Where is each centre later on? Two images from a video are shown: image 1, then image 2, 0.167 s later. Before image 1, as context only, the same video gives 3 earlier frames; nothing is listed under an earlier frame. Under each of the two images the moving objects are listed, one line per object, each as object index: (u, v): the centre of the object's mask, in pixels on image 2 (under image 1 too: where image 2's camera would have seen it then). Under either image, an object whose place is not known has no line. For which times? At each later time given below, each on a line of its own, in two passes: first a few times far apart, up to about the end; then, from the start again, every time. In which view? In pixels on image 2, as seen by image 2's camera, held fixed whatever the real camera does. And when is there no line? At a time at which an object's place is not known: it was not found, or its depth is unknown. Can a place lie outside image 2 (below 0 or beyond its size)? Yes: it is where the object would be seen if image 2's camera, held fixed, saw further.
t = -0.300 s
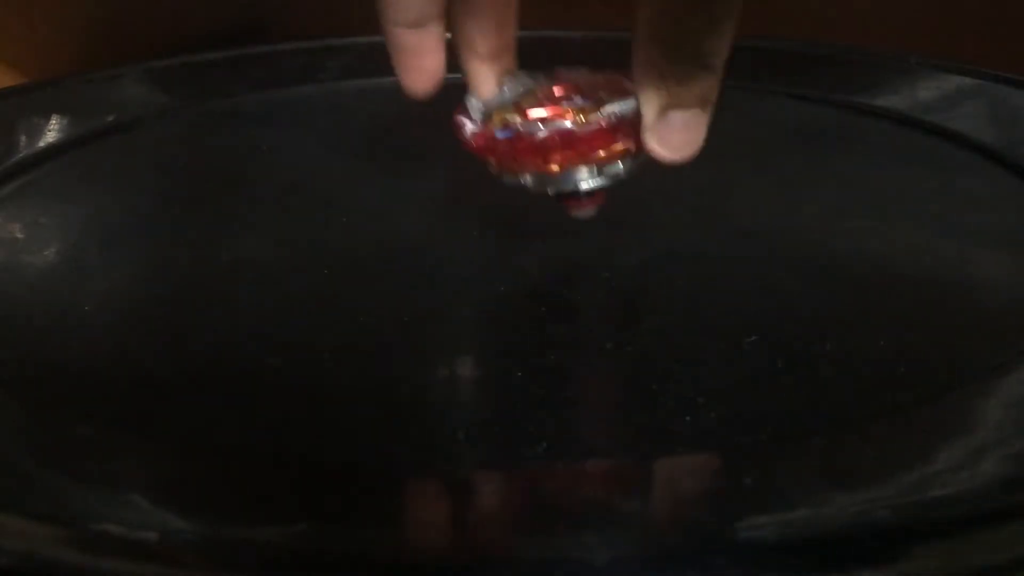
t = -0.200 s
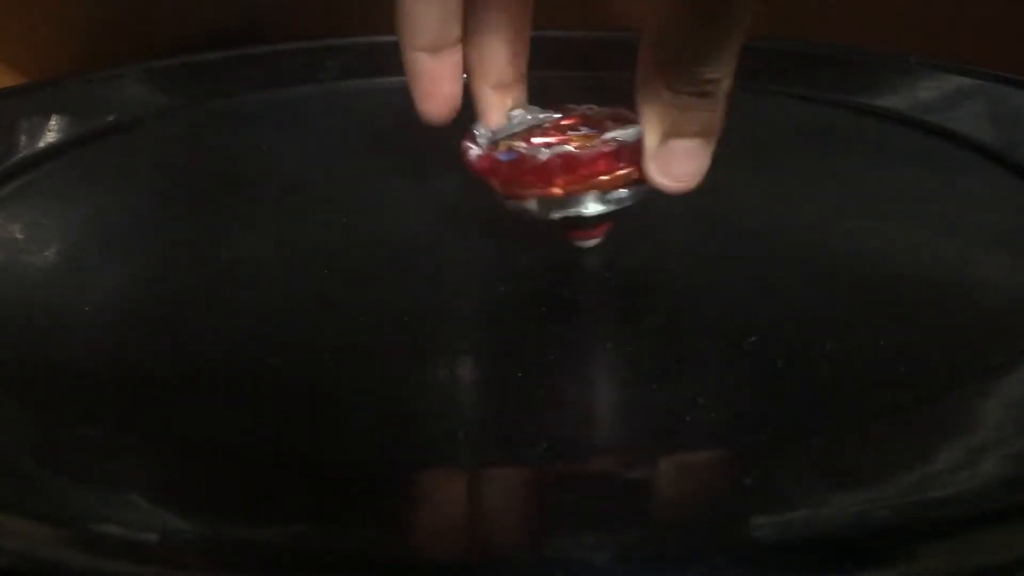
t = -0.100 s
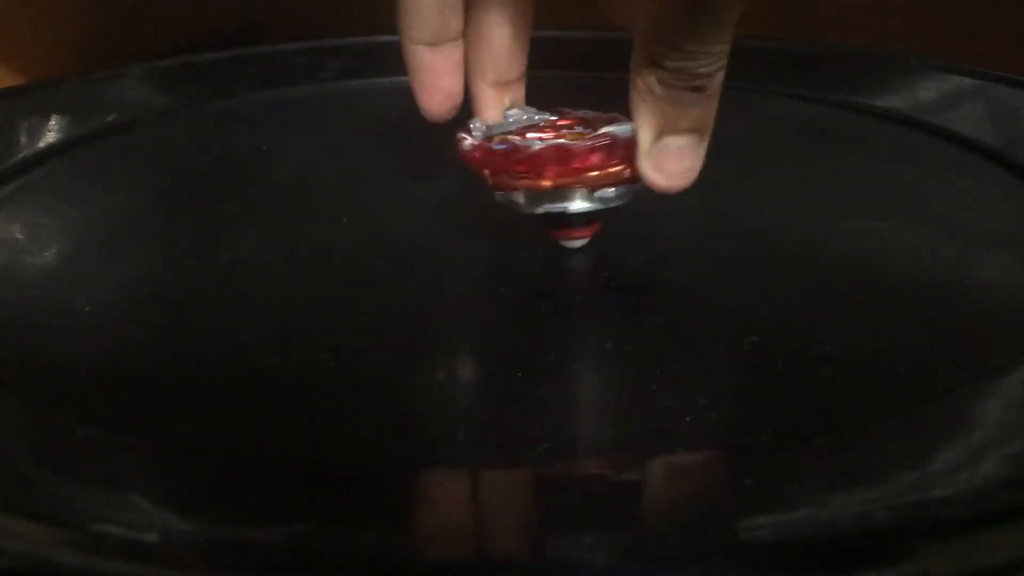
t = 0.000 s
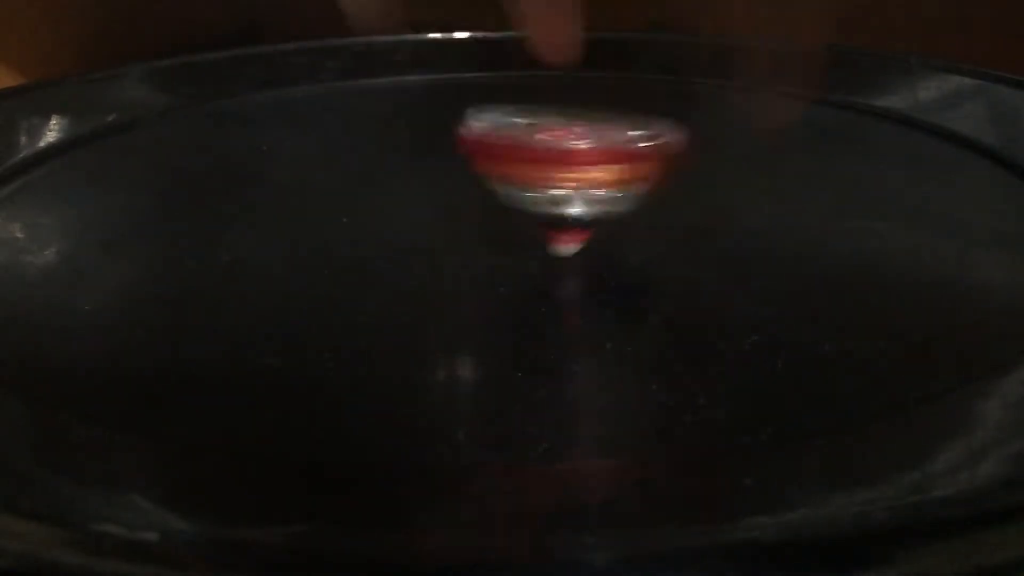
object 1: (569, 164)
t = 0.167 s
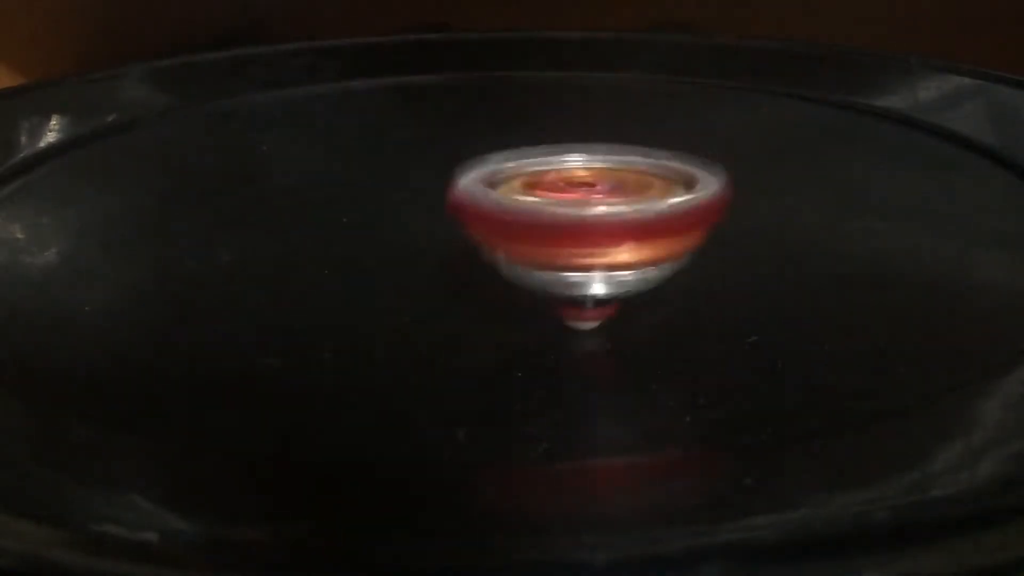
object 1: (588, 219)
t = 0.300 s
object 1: (564, 224)
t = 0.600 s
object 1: (527, 197)
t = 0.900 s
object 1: (500, 172)
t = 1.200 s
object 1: (499, 163)
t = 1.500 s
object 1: (541, 170)
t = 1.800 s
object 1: (553, 186)
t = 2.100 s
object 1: (524, 201)
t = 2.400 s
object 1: (483, 201)
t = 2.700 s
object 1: (474, 183)
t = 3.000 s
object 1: (504, 169)
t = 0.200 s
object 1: (584, 224)
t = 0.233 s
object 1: (577, 226)
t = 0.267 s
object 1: (569, 225)
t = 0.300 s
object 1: (564, 224)
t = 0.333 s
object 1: (557, 223)
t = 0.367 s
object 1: (551, 221)
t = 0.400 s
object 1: (547, 219)
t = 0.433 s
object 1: (543, 215)
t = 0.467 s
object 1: (538, 211)
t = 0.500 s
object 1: (536, 207)
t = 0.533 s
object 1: (532, 203)
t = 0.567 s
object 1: (530, 201)
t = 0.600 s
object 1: (527, 197)
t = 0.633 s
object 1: (524, 193)
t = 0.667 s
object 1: (522, 189)
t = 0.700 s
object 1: (518, 186)
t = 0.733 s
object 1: (515, 184)
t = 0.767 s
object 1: (513, 181)
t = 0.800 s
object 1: (509, 177)
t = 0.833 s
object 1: (507, 174)
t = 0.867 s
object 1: (504, 173)
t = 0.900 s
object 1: (500, 172)
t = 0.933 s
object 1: (497, 171)
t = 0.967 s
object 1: (494, 169)
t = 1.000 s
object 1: (494, 167)
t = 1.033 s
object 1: (493, 165)
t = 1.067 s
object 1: (493, 165)
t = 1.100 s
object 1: (493, 164)
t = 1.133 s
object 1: (494, 163)
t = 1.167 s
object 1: (496, 162)
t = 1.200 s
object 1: (499, 163)
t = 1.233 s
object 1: (503, 164)
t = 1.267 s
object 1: (506, 164)
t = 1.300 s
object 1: (511, 164)
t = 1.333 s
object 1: (517, 164)
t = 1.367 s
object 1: (522, 165)
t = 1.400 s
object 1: (526, 167)
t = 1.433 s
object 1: (530, 168)
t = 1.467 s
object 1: (536, 168)
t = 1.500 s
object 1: (541, 170)
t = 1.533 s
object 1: (545, 172)
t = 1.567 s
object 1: (548, 173)
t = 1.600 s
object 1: (551, 175)
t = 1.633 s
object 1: (554, 176)
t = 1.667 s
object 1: (555, 178)
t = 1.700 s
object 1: (556, 181)
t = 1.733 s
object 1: (555, 182)
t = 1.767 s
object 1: (554, 184)
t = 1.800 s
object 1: (553, 186)
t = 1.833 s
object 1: (551, 189)
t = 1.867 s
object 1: (549, 191)
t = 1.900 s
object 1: (546, 192)
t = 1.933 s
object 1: (544, 193)
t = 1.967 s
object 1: (539, 196)
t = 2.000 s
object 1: (537, 198)
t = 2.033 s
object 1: (533, 198)
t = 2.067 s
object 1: (529, 199)
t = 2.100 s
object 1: (524, 201)
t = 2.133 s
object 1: (520, 203)
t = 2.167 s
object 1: (514, 202)
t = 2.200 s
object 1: (509, 202)
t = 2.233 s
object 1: (504, 203)
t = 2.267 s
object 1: (499, 204)
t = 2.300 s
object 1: (495, 202)
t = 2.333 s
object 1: (491, 201)
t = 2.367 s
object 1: (487, 201)
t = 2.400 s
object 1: (483, 201)
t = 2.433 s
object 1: (480, 200)
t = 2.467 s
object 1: (477, 197)
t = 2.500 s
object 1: (475, 196)
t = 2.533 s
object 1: (473, 195)
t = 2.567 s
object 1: (472, 192)
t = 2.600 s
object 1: (472, 189)
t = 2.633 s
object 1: (472, 187)
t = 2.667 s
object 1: (473, 187)
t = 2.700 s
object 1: (474, 183)
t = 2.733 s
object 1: (476, 180)
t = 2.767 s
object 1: (480, 179)
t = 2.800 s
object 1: (483, 178)
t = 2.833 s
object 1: (486, 175)
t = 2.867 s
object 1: (491, 173)
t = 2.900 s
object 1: (495, 173)
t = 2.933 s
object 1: (496, 172)
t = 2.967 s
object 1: (500, 170)
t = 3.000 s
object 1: (504, 169)
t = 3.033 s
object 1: (508, 169)
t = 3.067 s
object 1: (511, 169)
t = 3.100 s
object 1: (516, 168)
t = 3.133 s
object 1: (521, 168)
